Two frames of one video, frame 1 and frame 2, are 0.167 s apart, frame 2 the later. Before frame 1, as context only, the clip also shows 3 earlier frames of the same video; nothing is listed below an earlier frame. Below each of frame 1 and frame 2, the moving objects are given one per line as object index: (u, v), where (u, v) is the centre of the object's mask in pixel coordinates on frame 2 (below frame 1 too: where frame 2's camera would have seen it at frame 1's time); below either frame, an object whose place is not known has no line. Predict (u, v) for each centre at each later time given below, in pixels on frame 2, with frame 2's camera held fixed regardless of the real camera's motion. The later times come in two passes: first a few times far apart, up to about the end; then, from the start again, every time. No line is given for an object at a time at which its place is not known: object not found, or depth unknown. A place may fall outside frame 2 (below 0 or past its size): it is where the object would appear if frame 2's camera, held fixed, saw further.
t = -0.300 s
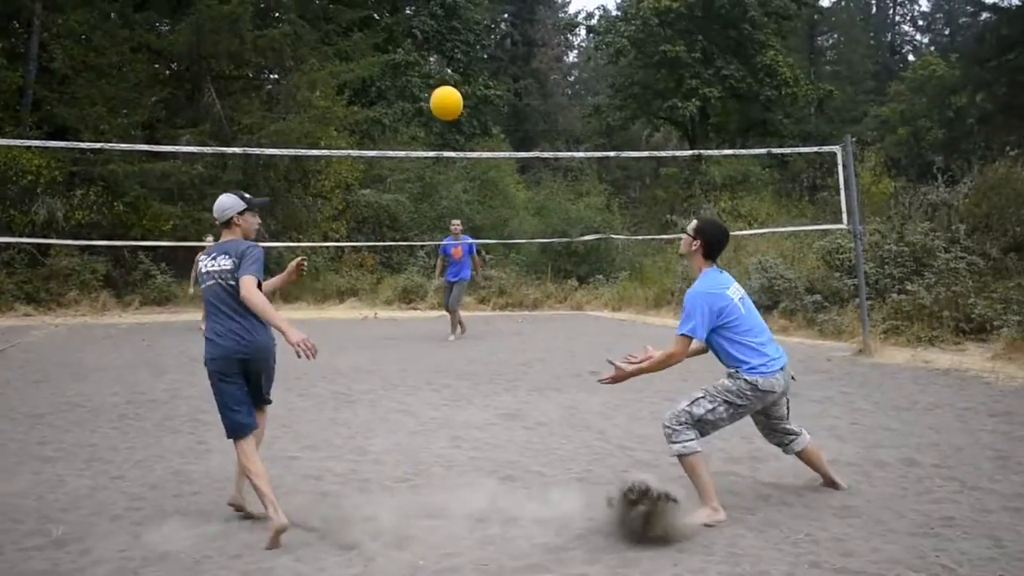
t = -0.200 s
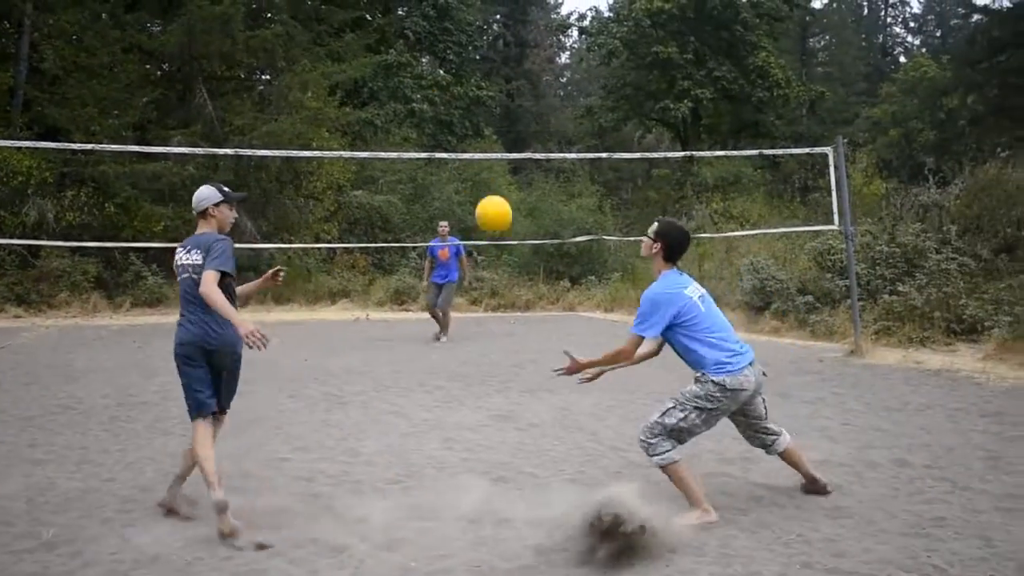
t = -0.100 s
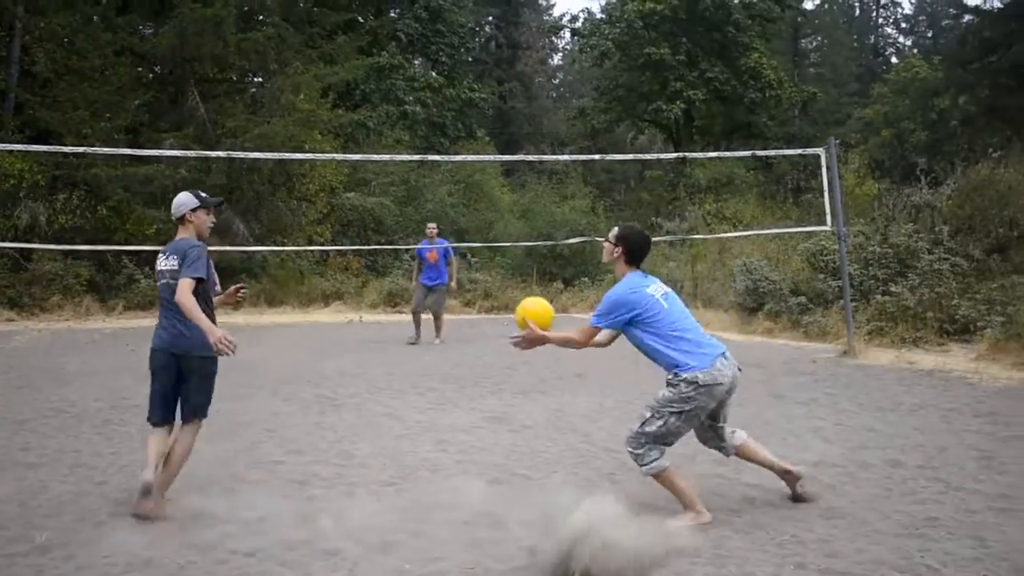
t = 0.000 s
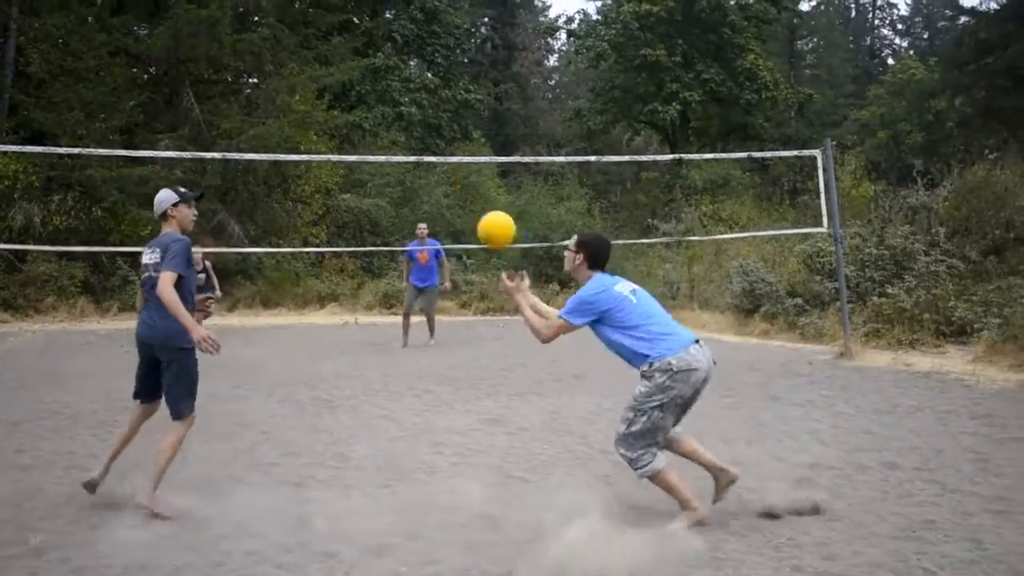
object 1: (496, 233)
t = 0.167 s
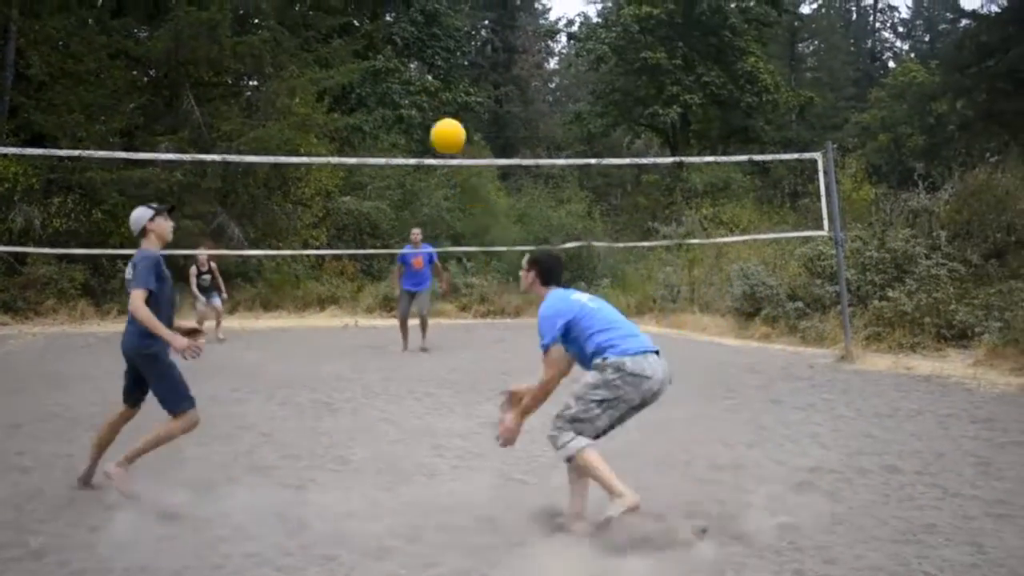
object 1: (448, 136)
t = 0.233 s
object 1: (430, 114)
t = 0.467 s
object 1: (381, 95)
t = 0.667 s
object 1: (347, 139)
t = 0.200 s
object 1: (439, 124)
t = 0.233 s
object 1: (430, 114)
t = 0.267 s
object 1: (423, 106)
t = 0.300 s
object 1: (415, 100)
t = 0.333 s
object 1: (408, 95)
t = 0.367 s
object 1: (400, 93)
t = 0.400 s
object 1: (394, 92)
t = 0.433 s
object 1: (387, 93)
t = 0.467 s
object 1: (381, 95)
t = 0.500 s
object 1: (375, 99)
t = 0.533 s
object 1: (369, 104)
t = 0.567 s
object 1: (363, 111)
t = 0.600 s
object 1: (357, 119)
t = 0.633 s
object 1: (352, 128)
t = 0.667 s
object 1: (347, 139)
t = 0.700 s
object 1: (342, 151)
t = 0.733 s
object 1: (337, 164)
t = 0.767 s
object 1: (332, 178)
